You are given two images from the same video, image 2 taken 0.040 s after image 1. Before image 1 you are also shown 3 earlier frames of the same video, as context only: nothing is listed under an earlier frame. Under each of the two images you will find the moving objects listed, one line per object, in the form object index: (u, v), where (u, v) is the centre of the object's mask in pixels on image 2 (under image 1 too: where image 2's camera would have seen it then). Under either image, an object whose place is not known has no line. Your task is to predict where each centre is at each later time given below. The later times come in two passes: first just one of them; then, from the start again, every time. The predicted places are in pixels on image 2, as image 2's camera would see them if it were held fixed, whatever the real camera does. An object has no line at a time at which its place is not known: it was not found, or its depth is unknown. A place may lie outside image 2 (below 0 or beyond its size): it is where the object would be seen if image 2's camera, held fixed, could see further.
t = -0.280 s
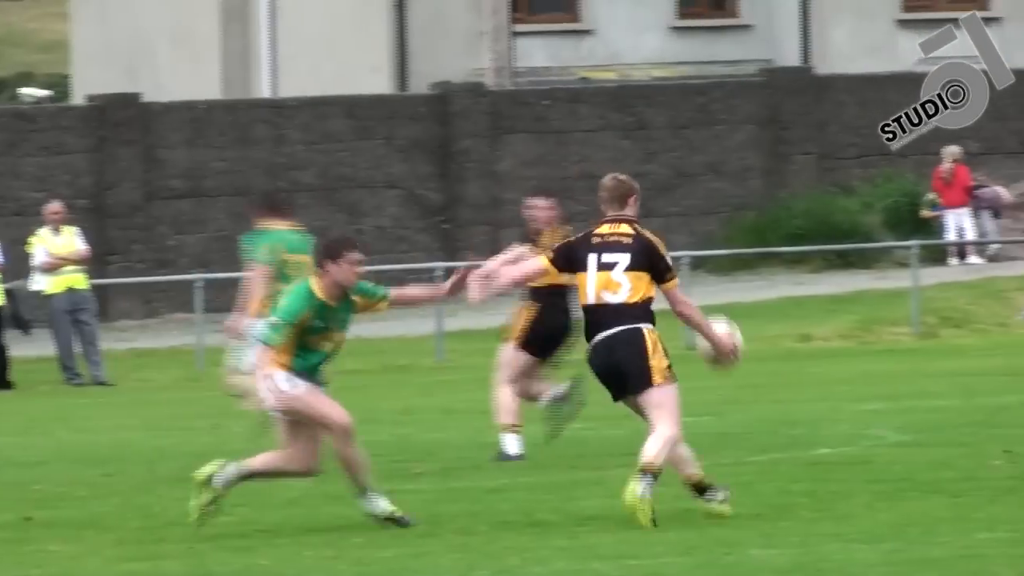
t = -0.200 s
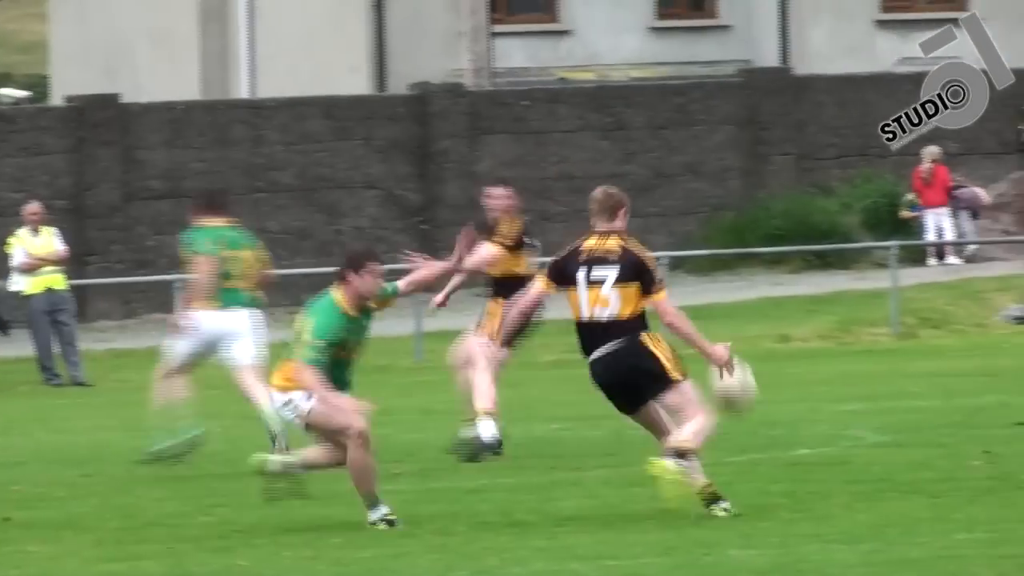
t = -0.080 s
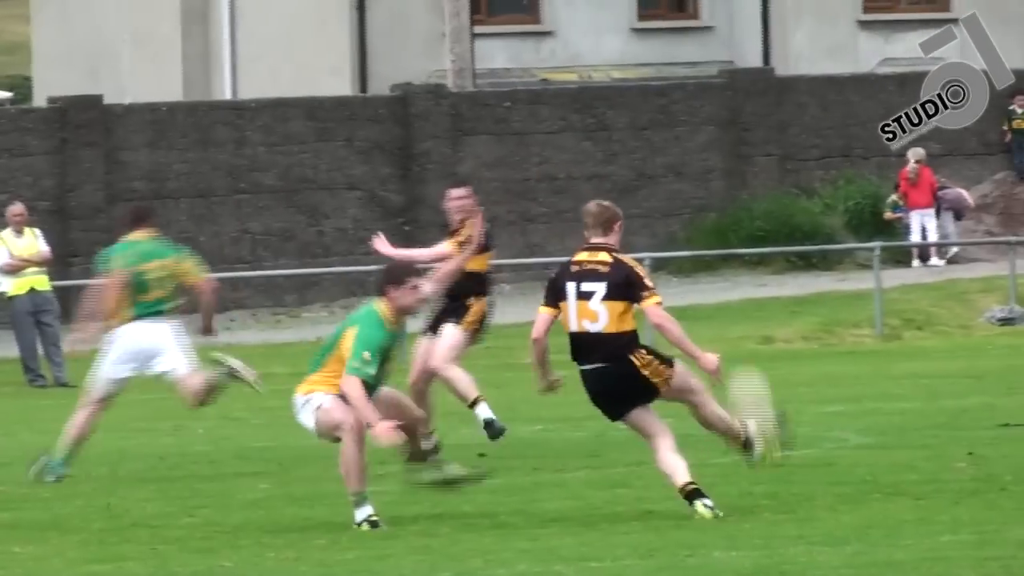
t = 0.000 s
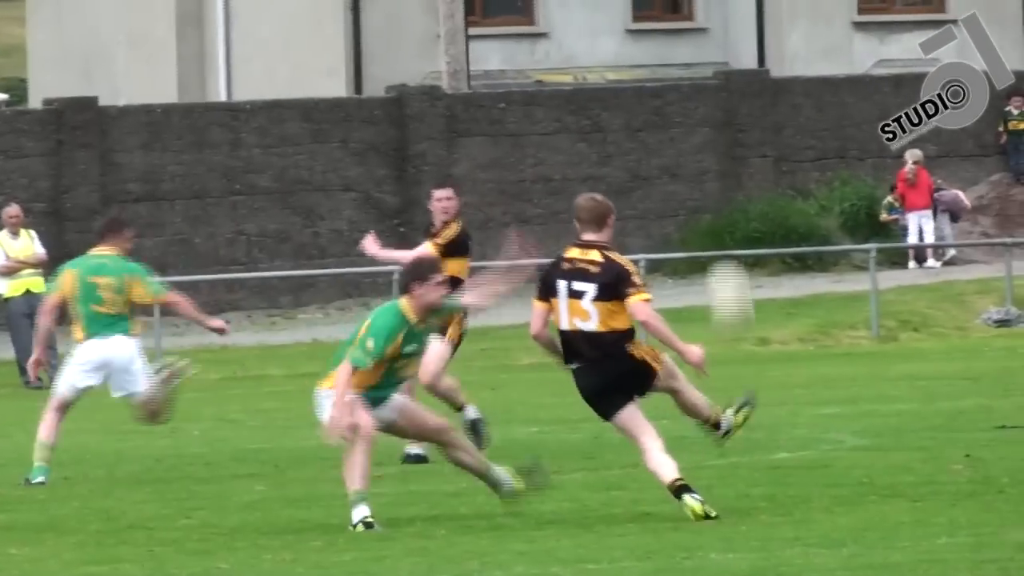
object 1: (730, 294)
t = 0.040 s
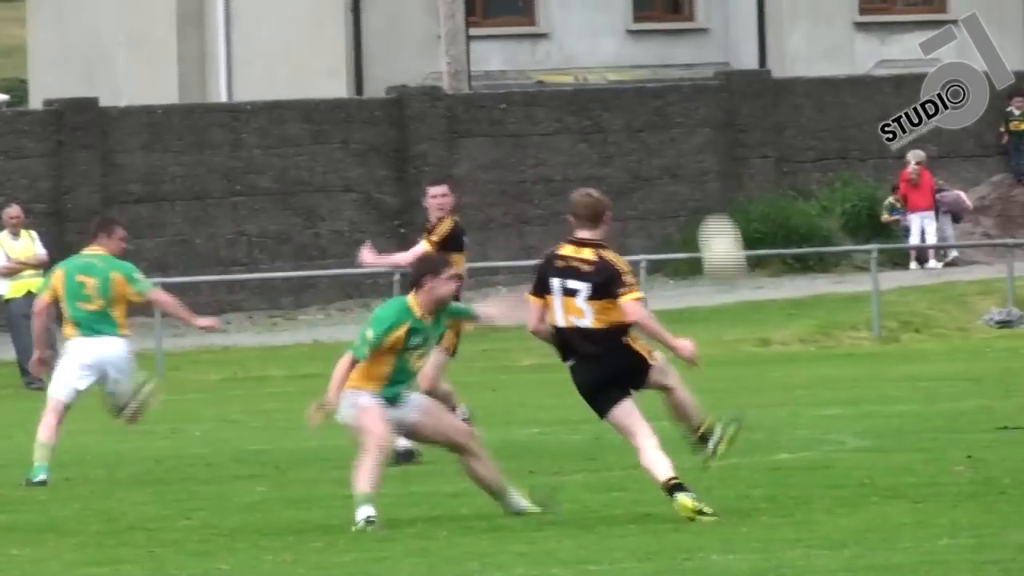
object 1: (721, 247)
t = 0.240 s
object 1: (679, 88)
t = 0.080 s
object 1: (712, 207)
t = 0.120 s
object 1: (704, 169)
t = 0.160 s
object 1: (695, 137)
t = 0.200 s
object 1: (687, 110)
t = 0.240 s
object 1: (679, 88)
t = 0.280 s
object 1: (669, 69)
